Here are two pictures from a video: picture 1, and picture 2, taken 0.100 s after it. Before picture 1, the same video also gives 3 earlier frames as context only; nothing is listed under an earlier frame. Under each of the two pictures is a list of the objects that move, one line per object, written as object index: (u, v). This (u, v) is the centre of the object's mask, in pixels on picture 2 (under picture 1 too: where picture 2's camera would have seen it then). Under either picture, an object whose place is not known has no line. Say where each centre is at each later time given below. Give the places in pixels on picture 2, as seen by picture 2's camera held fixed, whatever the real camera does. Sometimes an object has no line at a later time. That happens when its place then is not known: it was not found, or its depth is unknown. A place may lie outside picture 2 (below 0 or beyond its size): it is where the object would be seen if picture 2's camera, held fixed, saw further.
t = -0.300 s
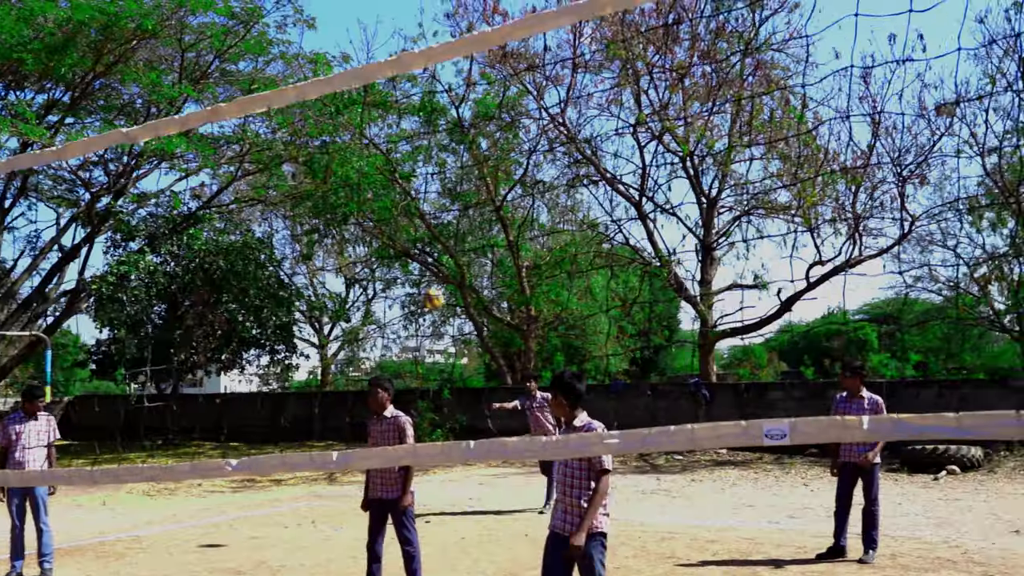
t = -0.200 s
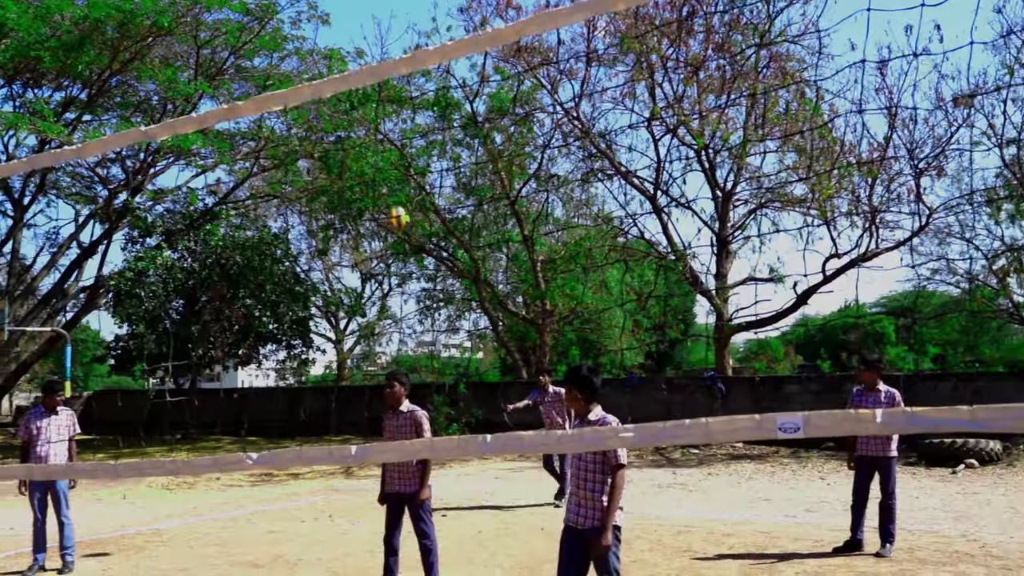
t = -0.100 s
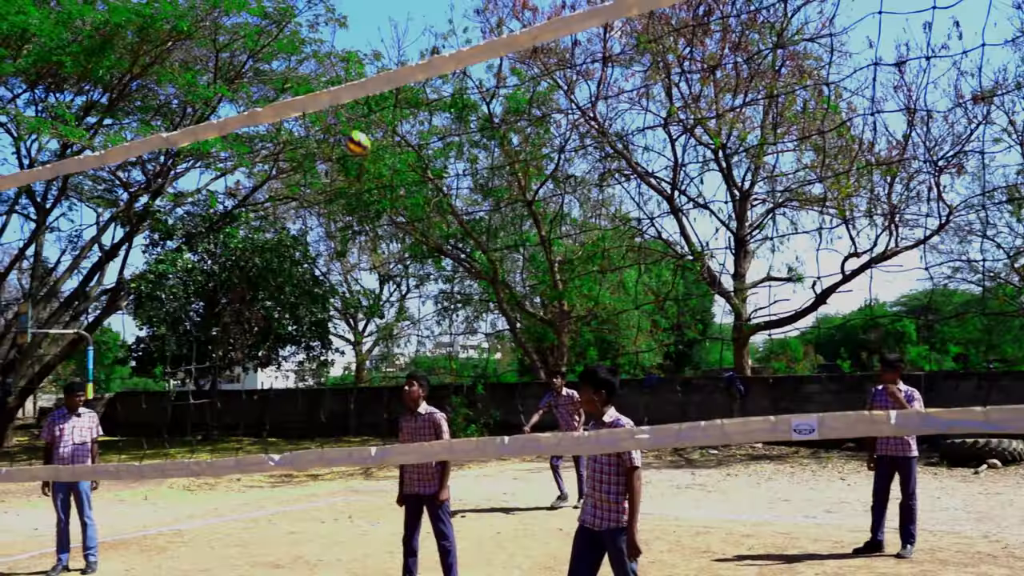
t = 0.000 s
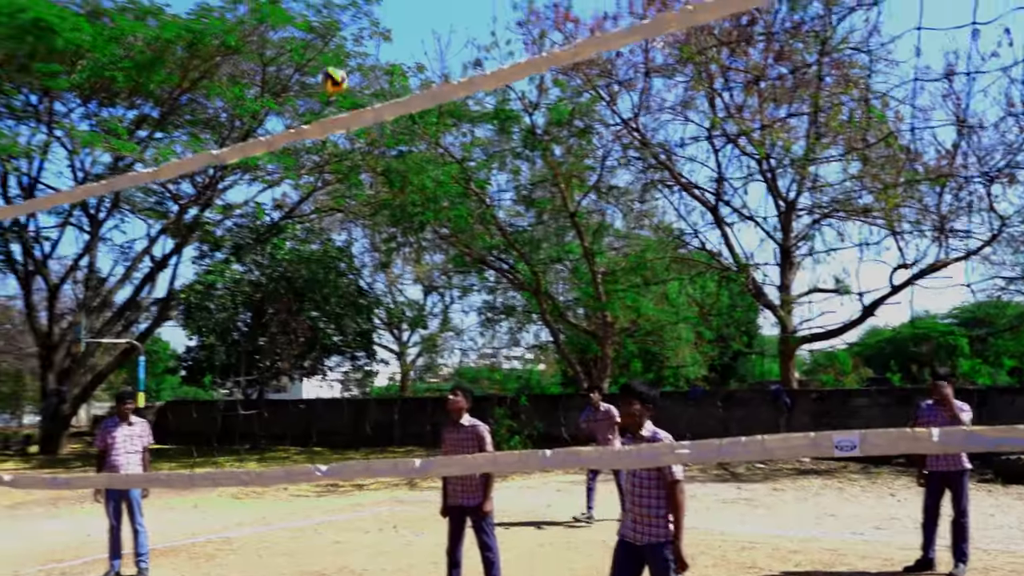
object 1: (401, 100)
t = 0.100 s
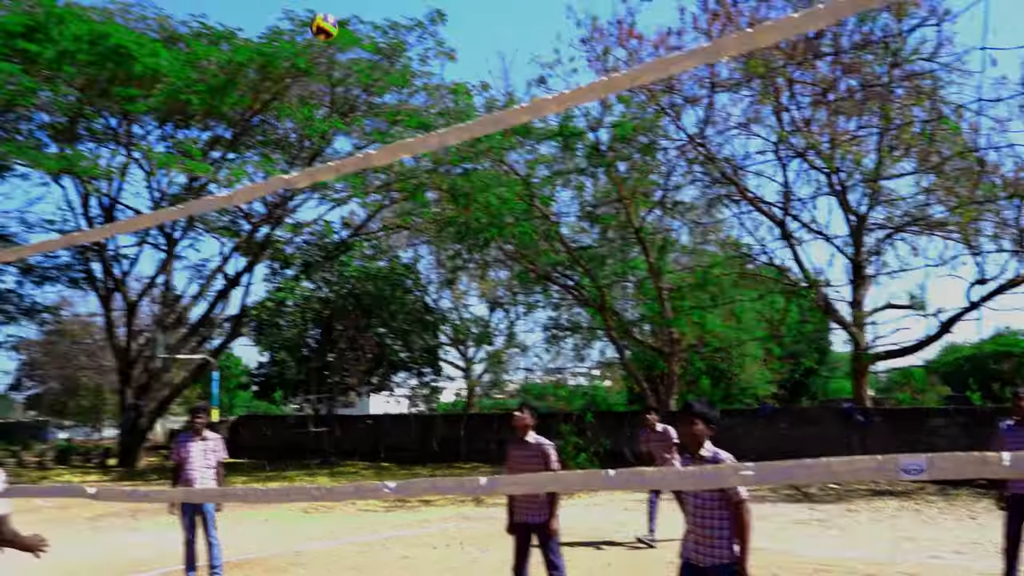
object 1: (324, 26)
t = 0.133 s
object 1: (288, 0)
